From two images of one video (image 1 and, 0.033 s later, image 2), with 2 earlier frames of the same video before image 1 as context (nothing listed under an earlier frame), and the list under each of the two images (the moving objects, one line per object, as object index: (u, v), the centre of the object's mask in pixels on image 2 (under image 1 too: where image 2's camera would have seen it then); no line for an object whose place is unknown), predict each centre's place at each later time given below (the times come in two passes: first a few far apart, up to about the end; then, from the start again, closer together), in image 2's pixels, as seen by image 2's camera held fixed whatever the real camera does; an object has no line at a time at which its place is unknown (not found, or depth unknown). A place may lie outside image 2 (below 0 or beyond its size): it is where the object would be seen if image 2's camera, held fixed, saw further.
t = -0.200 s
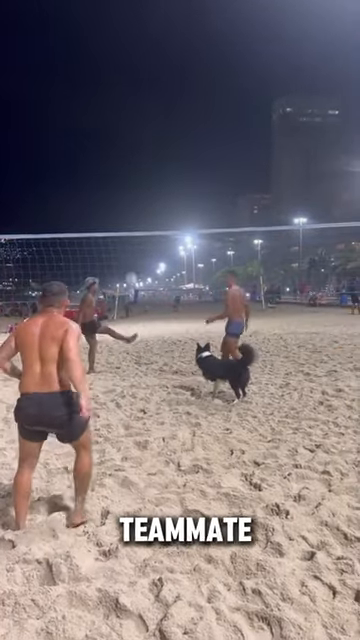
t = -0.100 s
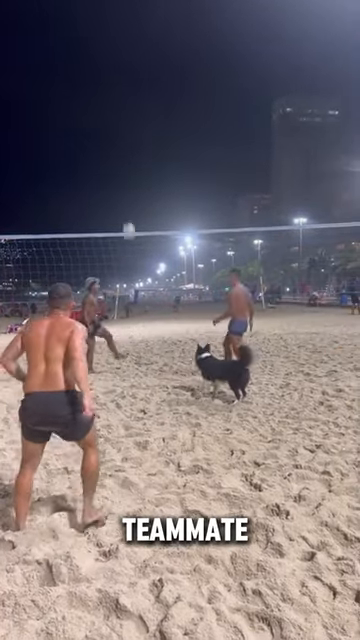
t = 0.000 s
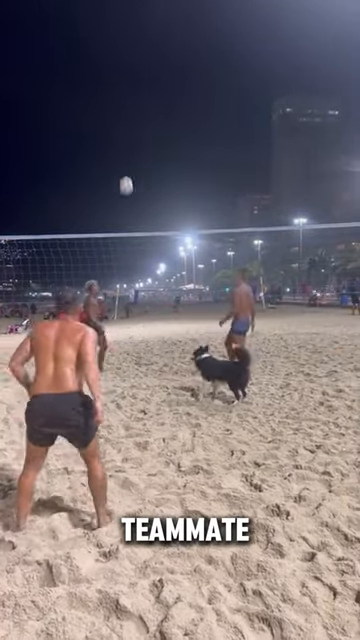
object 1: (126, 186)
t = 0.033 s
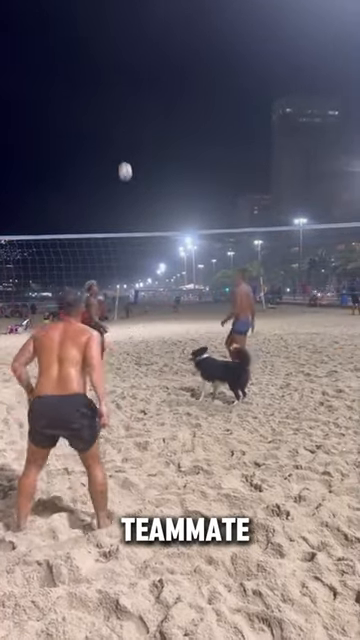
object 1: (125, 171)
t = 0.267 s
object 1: (118, 84)
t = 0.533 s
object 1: (110, 19)
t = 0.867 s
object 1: (99, 0)
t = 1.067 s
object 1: (92, 30)
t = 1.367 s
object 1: (82, 140)
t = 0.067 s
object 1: (124, 157)
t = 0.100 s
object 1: (123, 144)
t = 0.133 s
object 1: (122, 131)
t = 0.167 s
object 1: (121, 118)
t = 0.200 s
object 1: (120, 106)
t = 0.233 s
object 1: (119, 95)
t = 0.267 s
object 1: (118, 84)
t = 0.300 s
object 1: (117, 74)
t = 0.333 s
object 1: (116, 64)
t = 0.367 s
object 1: (115, 55)
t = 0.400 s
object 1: (114, 47)
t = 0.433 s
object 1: (113, 39)
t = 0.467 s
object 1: (112, 32)
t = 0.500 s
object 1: (111, 25)
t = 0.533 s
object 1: (110, 19)
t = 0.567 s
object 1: (108, 14)
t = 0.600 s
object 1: (107, 9)
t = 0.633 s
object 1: (106, 5)
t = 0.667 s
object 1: (105, 2)
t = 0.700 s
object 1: (104, 0)
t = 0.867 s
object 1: (99, 0)
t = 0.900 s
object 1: (97, 3)
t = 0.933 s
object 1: (96, 7)
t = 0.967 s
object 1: (95, 11)
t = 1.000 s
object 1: (94, 16)
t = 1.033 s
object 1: (93, 22)
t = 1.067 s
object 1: (92, 30)
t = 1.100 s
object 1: (91, 38)
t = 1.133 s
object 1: (90, 47)
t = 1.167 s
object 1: (89, 57)
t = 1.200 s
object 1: (88, 68)
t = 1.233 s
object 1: (87, 81)
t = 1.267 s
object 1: (86, 94)
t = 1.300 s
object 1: (84, 109)
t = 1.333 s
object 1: (83, 124)
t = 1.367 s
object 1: (82, 140)
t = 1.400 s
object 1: (82, 158)
